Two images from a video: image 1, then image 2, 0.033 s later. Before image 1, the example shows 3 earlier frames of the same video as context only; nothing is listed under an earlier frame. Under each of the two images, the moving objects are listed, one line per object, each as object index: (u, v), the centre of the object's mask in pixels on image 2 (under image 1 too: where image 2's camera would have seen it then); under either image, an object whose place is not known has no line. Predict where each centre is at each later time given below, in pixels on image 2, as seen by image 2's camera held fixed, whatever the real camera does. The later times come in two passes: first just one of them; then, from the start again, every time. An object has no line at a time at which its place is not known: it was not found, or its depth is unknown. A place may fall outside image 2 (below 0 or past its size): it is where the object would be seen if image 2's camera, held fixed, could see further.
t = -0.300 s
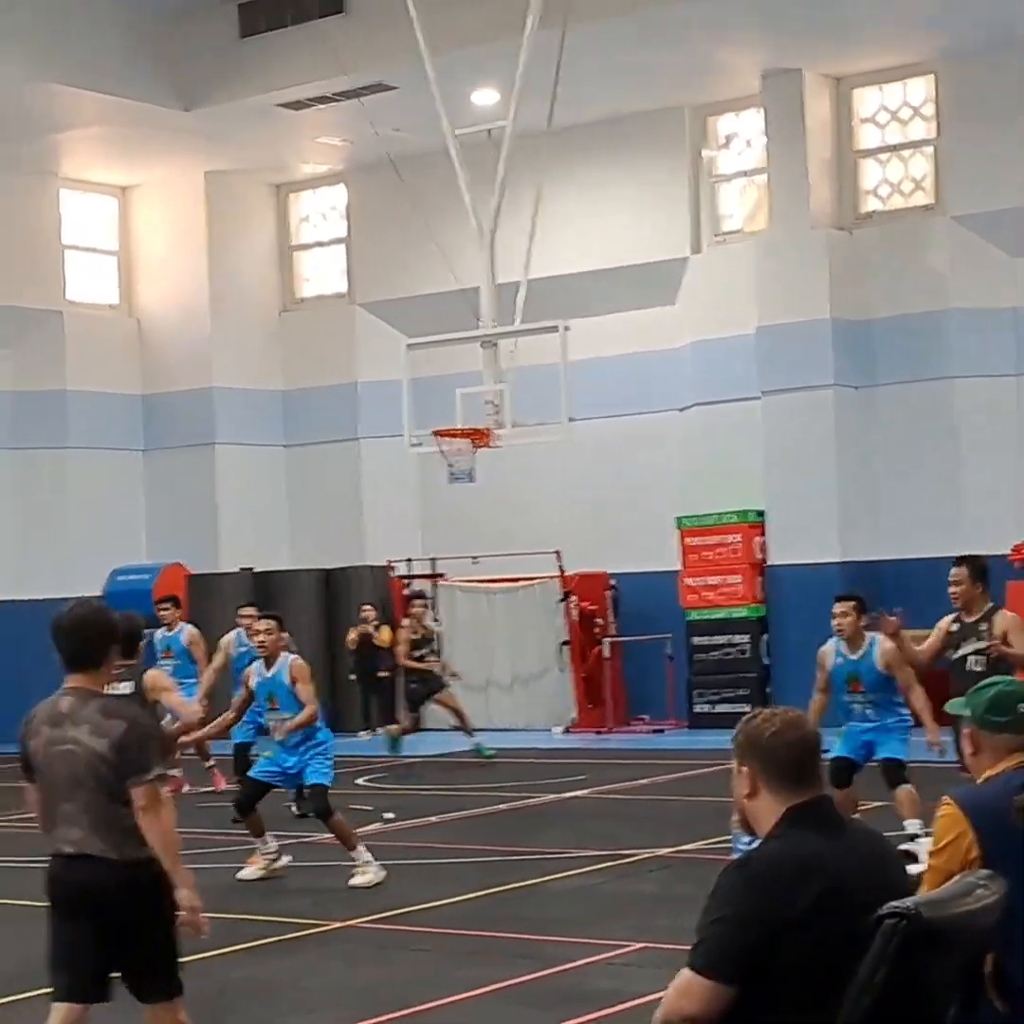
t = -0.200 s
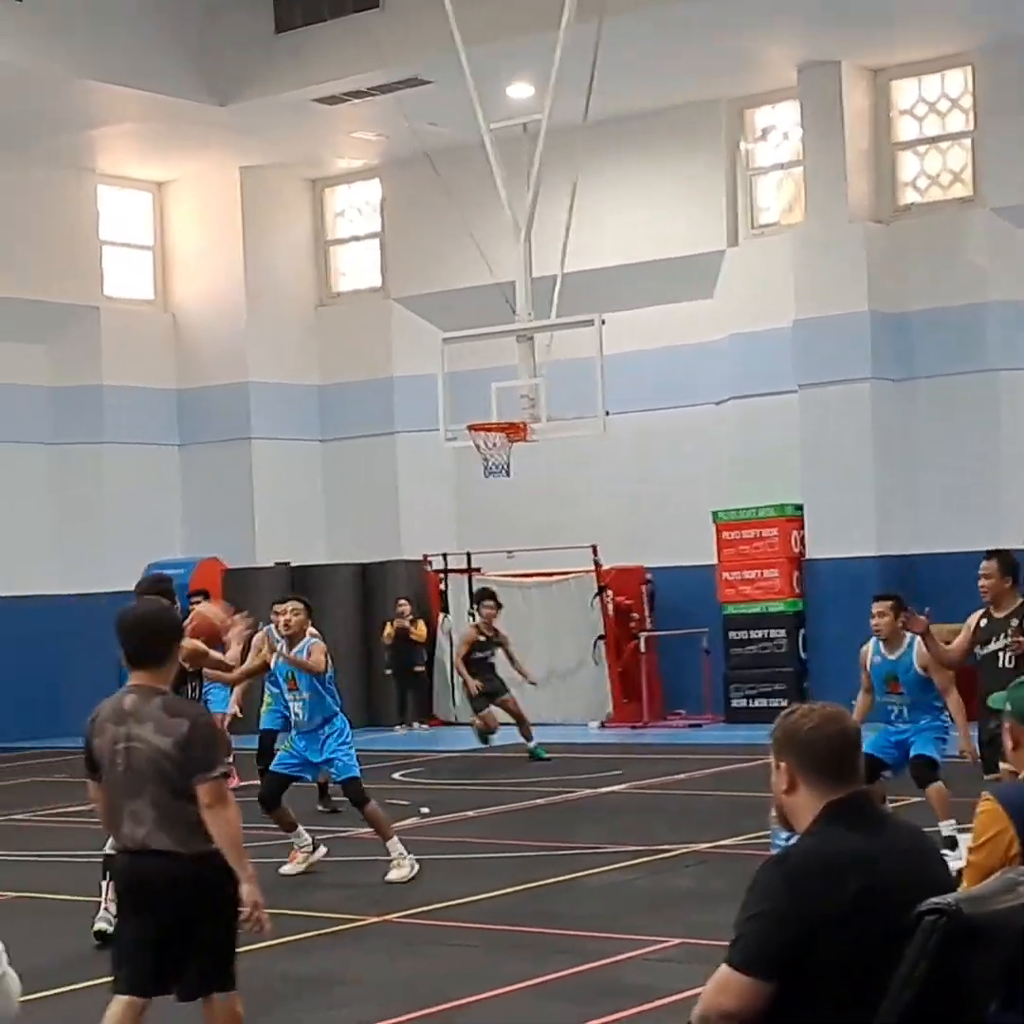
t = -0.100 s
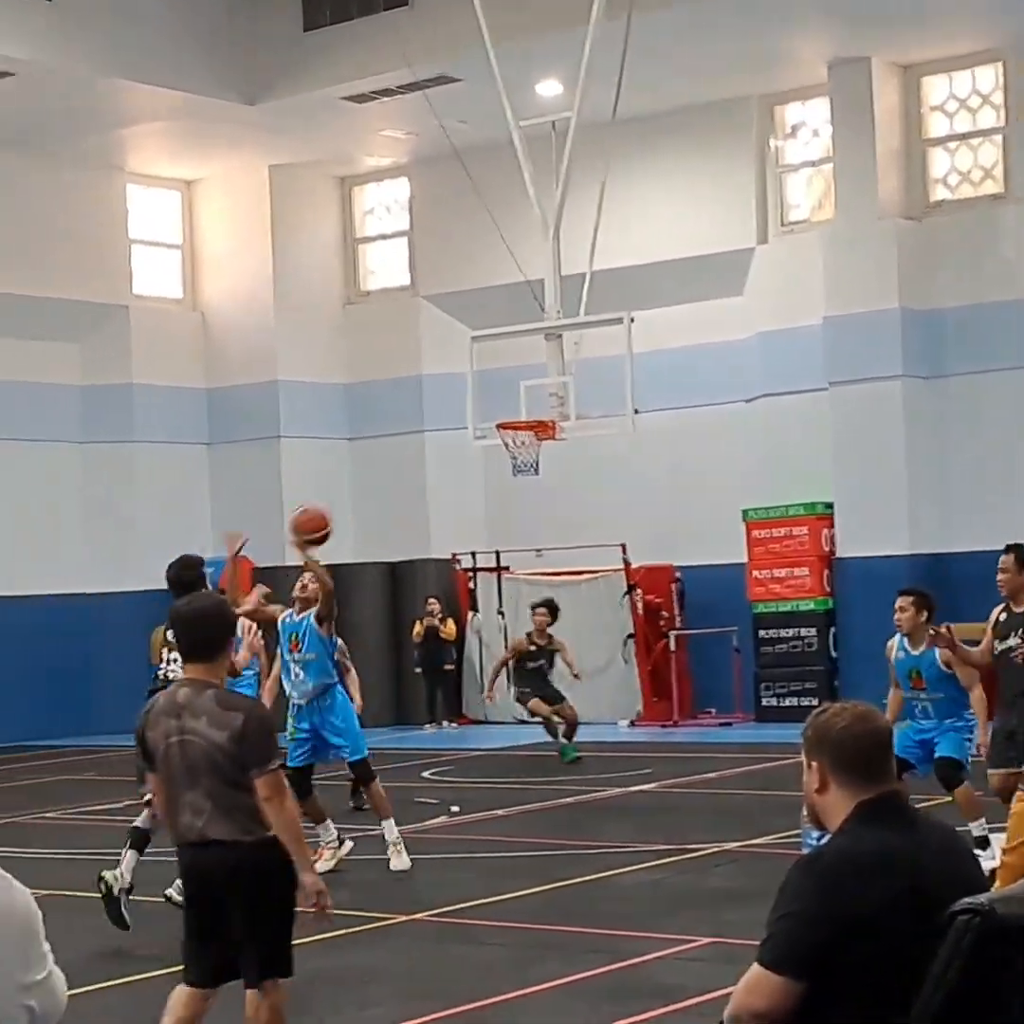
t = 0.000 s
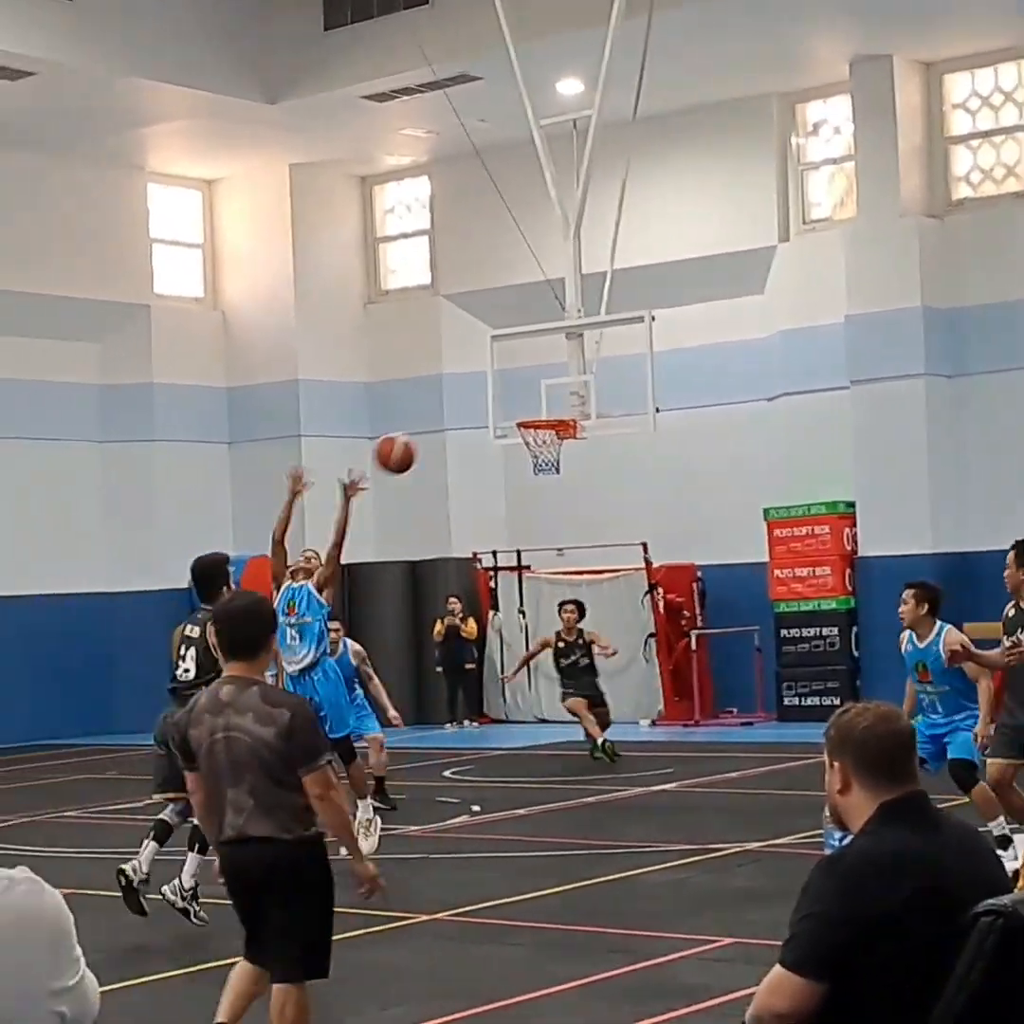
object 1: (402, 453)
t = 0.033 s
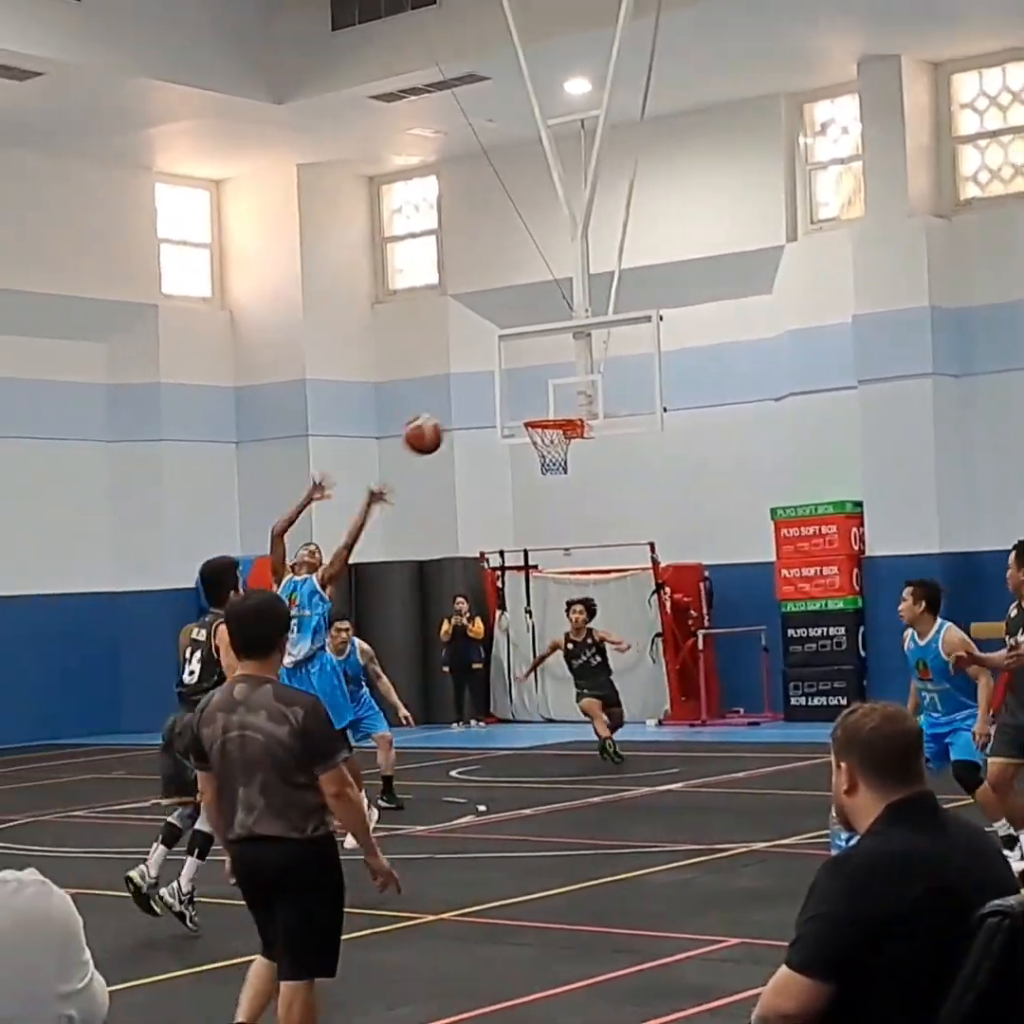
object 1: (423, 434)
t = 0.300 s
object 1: (564, 362)
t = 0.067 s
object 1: (442, 419)
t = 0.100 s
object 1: (462, 405)
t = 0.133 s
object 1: (480, 393)
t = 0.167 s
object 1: (498, 383)
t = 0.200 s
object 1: (516, 375)
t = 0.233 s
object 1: (533, 369)
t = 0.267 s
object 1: (549, 365)
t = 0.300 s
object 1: (564, 362)
